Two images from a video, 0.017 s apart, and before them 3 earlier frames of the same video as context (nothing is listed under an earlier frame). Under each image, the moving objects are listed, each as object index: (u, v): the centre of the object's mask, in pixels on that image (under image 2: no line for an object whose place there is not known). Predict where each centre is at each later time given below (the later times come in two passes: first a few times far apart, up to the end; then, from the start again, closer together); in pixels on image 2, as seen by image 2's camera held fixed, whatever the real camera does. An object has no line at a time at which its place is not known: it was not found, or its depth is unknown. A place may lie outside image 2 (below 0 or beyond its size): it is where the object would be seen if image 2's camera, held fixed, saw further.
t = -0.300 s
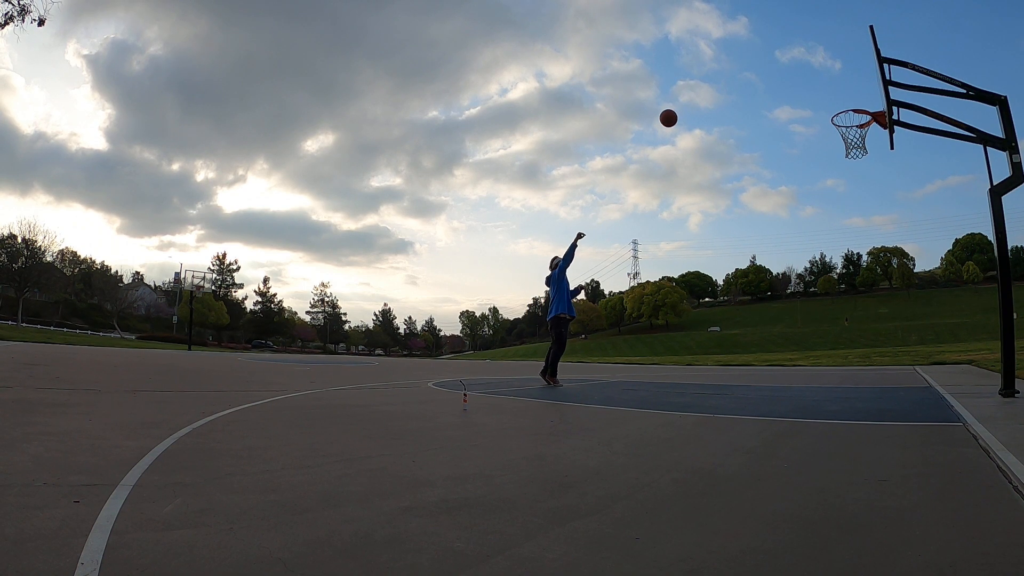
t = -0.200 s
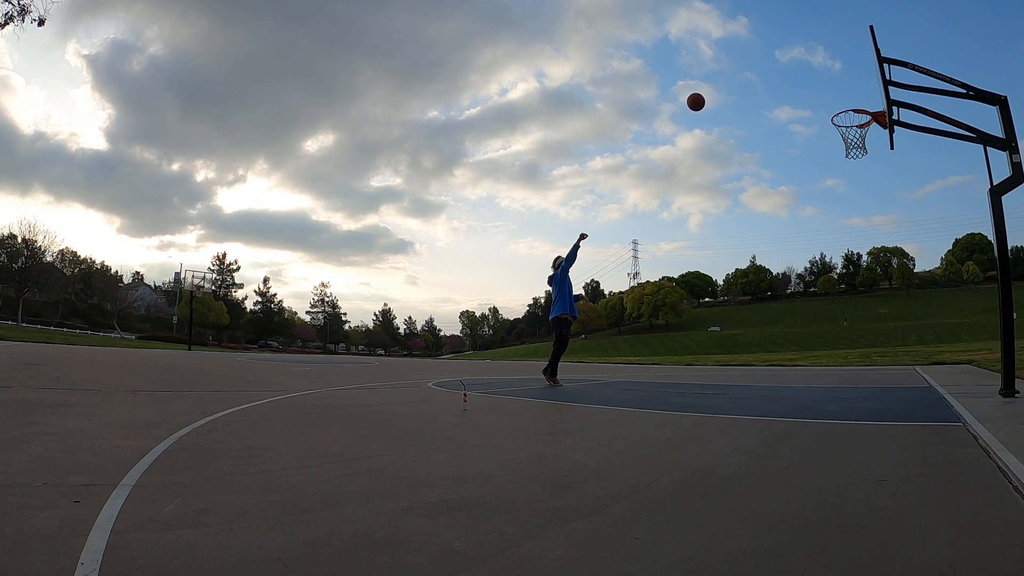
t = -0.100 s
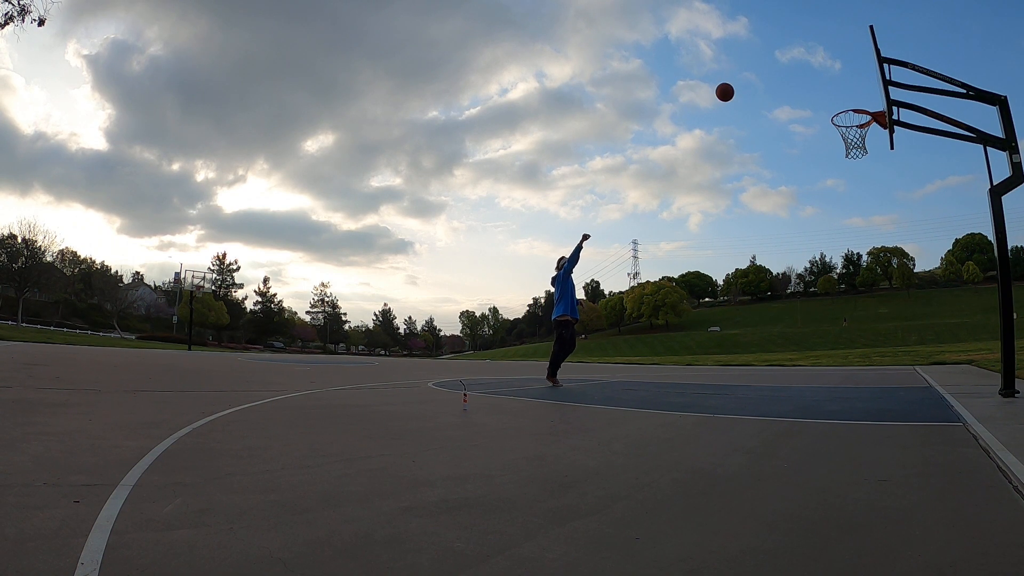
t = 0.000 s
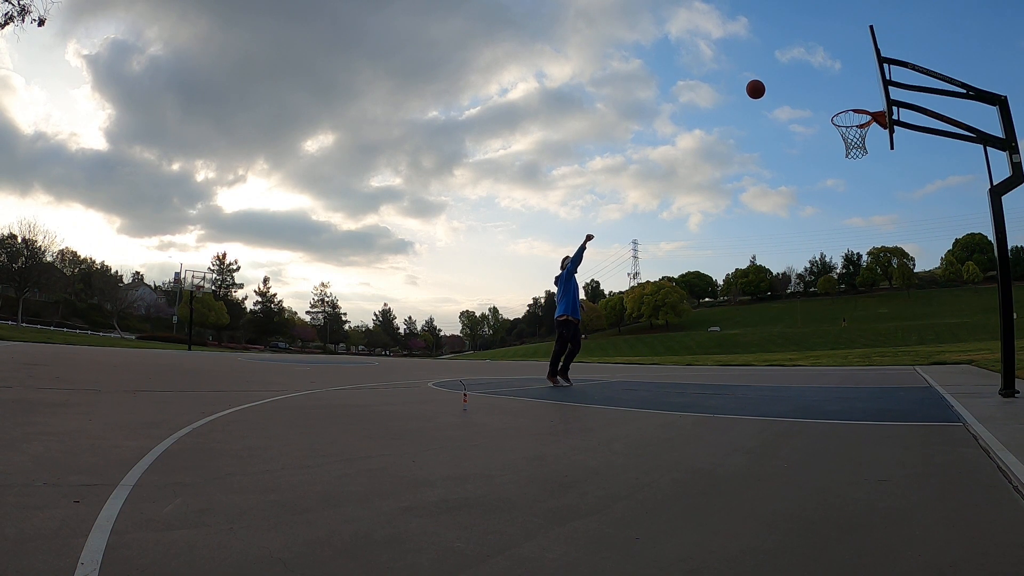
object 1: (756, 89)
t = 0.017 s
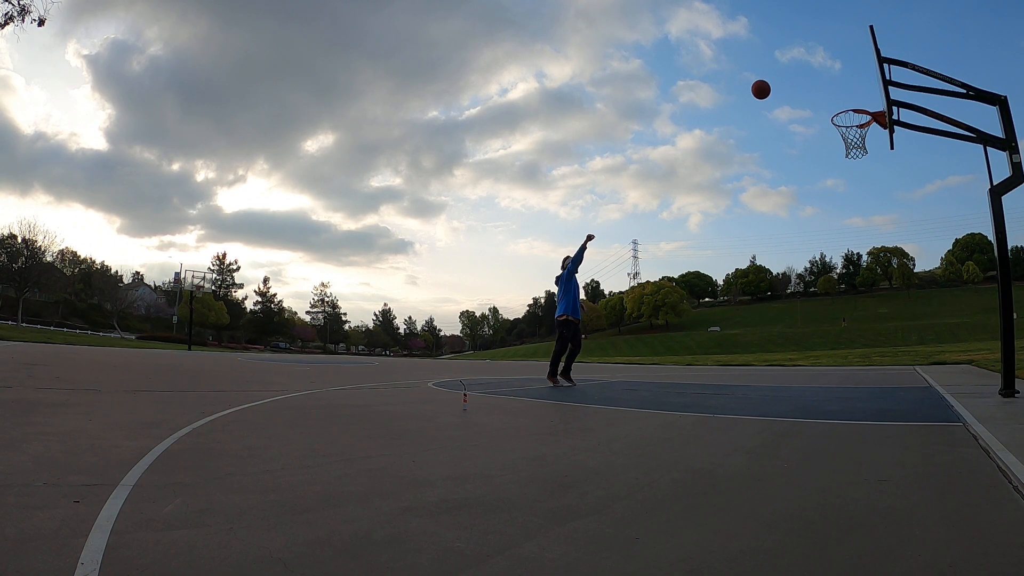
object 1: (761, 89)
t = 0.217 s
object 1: (828, 109)
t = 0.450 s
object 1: (820, 76)
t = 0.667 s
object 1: (819, 82)
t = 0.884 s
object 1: (825, 131)
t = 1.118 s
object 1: (835, 248)
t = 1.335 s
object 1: (837, 383)
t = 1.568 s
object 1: (849, 252)
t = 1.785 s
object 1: (857, 186)
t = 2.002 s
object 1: (871, 174)
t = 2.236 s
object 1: (896, 227)
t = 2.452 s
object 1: (922, 352)
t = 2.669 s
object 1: (937, 329)
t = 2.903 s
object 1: (947, 251)
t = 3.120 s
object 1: (961, 249)
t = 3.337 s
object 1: (982, 322)
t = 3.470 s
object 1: (993, 410)
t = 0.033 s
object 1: (766, 90)
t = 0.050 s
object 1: (772, 90)
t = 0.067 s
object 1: (777, 91)
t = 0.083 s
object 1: (783, 93)
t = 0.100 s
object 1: (789, 94)
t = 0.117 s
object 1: (794, 95)
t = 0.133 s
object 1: (800, 97)
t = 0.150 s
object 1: (806, 99)
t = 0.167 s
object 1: (812, 102)
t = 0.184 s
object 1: (818, 105)
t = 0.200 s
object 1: (824, 107)
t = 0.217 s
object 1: (828, 109)
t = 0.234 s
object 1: (828, 105)
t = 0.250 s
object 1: (827, 102)
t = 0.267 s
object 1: (826, 99)
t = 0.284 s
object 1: (825, 95)
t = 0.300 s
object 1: (825, 93)
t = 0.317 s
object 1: (824, 90)
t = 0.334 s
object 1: (824, 87)
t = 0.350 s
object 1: (823, 85)
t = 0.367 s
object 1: (822, 83)
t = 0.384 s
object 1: (822, 81)
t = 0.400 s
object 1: (822, 79)
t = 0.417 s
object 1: (821, 78)
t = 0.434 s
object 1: (821, 77)
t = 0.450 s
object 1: (820, 76)
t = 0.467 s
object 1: (820, 75)
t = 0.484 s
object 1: (820, 74)
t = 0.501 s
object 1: (820, 74)
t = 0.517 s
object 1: (819, 74)
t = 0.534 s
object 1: (819, 74)
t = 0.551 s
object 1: (819, 74)
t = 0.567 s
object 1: (819, 74)
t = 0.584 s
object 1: (819, 75)
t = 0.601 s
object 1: (819, 76)
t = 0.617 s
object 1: (819, 77)
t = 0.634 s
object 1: (819, 79)
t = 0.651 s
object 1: (819, 80)
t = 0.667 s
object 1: (819, 82)
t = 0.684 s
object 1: (819, 84)
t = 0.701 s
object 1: (820, 86)
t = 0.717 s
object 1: (820, 89)
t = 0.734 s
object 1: (820, 92)
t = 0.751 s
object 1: (821, 95)
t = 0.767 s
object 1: (821, 98)
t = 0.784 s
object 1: (822, 102)
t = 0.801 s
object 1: (822, 106)
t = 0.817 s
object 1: (823, 110)
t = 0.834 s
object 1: (823, 115)
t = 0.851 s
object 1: (824, 120)
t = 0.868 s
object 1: (824, 125)
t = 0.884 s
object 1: (825, 131)
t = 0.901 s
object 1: (826, 137)
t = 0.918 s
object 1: (827, 143)
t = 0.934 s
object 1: (827, 149)
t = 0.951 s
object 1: (828, 156)
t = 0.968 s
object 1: (829, 164)
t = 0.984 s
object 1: (830, 171)
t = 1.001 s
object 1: (830, 180)
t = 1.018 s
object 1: (831, 188)
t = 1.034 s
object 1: (832, 197)
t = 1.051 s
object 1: (832, 206)
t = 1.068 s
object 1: (833, 216)
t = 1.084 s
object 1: (834, 226)
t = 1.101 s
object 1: (834, 237)
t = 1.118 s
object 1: (835, 248)
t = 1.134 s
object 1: (835, 259)
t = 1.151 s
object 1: (836, 271)
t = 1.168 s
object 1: (836, 284)
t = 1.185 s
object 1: (836, 296)
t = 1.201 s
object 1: (836, 310)
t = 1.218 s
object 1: (836, 323)
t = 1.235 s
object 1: (836, 337)
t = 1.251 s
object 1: (836, 352)
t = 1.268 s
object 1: (836, 367)
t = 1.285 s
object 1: (836, 383)
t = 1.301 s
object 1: (835, 399)
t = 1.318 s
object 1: (836, 394)
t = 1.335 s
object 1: (837, 383)
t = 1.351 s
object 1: (838, 371)
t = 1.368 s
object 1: (840, 360)
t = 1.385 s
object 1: (840, 350)
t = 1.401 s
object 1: (841, 339)
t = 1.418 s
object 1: (842, 329)
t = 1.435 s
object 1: (843, 320)
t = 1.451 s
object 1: (844, 310)
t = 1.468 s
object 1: (845, 301)
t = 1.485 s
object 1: (845, 292)
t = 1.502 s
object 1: (846, 284)
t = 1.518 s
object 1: (847, 275)
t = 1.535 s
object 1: (848, 267)
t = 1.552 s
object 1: (848, 260)
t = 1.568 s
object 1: (849, 252)
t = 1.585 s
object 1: (849, 245)
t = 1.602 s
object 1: (850, 238)
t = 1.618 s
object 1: (850, 232)
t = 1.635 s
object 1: (851, 226)
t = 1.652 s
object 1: (851, 220)
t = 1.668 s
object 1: (852, 215)
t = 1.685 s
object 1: (853, 210)
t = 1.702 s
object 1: (853, 205)
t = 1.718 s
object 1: (854, 201)
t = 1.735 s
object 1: (855, 197)
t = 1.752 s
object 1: (855, 193)
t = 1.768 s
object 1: (856, 189)
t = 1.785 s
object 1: (857, 186)
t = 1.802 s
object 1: (858, 183)
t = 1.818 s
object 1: (859, 181)
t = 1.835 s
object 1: (860, 179)
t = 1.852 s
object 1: (861, 177)
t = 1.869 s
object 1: (862, 175)
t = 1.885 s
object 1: (863, 174)
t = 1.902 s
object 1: (864, 173)
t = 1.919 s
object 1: (865, 172)
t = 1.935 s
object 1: (866, 172)
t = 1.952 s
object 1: (867, 172)
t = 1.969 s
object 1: (869, 173)
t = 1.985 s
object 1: (870, 173)
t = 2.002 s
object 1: (871, 174)
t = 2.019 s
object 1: (873, 176)
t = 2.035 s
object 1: (874, 177)
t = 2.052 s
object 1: (876, 179)
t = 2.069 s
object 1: (877, 182)
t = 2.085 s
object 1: (879, 185)
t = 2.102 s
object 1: (881, 188)
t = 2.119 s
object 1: (883, 191)
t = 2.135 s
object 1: (884, 195)
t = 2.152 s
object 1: (886, 200)
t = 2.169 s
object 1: (888, 204)
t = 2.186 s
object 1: (890, 209)
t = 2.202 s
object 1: (892, 215)
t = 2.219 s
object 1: (894, 221)
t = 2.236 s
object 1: (896, 227)
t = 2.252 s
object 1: (898, 234)
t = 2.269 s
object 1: (900, 241)
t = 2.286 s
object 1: (902, 249)
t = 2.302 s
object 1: (904, 257)
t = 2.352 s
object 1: (910, 285)
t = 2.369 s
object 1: (912, 294)
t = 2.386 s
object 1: (914, 305)
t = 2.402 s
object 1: (916, 316)
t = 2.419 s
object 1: (918, 327)
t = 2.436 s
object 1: (920, 339)
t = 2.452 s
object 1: (922, 352)
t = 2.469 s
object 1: (923, 365)
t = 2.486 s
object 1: (925, 378)
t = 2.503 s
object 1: (926, 392)
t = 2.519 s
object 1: (927, 406)
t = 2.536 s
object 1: (928, 407)
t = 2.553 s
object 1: (930, 397)
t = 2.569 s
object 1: (931, 386)
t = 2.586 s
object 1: (932, 376)
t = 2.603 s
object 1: (933, 366)
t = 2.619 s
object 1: (934, 356)
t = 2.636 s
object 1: (935, 347)
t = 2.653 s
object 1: (935, 338)
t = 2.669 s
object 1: (937, 329)
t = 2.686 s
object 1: (937, 322)
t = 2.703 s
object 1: (938, 314)
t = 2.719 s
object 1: (939, 306)
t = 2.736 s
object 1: (939, 299)
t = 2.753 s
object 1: (940, 293)
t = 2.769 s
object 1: (941, 287)
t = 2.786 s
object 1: (942, 281)
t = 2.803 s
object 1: (942, 275)
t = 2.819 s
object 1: (943, 271)
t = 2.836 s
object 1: (944, 266)
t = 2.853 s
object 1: (944, 262)
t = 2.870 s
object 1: (945, 258)
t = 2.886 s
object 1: (946, 255)
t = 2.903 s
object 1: (947, 251)
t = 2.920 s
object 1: (947, 249)
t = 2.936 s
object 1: (948, 246)
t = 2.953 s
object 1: (949, 245)
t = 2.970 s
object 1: (950, 243)
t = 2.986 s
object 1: (951, 242)
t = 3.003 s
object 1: (952, 242)
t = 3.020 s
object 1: (953, 241)
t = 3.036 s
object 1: (954, 241)
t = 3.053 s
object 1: (956, 242)
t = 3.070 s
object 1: (957, 243)
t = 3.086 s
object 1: (958, 245)
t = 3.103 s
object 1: (960, 246)
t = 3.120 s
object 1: (961, 249)
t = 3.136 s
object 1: (963, 252)
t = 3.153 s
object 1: (964, 255)
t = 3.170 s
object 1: (966, 258)
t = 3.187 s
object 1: (967, 263)
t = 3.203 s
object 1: (969, 267)
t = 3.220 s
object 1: (970, 272)
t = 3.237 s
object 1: (972, 278)
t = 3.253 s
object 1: (974, 284)
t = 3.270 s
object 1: (976, 291)
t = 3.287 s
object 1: (977, 298)
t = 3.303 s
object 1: (979, 305)
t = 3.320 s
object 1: (980, 313)
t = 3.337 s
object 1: (982, 322)
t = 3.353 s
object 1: (984, 331)
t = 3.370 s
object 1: (985, 341)
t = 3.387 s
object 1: (987, 351)
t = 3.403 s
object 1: (988, 362)
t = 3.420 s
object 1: (989, 373)
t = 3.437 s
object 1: (991, 385)
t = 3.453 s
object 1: (992, 398)
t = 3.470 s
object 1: (993, 410)
